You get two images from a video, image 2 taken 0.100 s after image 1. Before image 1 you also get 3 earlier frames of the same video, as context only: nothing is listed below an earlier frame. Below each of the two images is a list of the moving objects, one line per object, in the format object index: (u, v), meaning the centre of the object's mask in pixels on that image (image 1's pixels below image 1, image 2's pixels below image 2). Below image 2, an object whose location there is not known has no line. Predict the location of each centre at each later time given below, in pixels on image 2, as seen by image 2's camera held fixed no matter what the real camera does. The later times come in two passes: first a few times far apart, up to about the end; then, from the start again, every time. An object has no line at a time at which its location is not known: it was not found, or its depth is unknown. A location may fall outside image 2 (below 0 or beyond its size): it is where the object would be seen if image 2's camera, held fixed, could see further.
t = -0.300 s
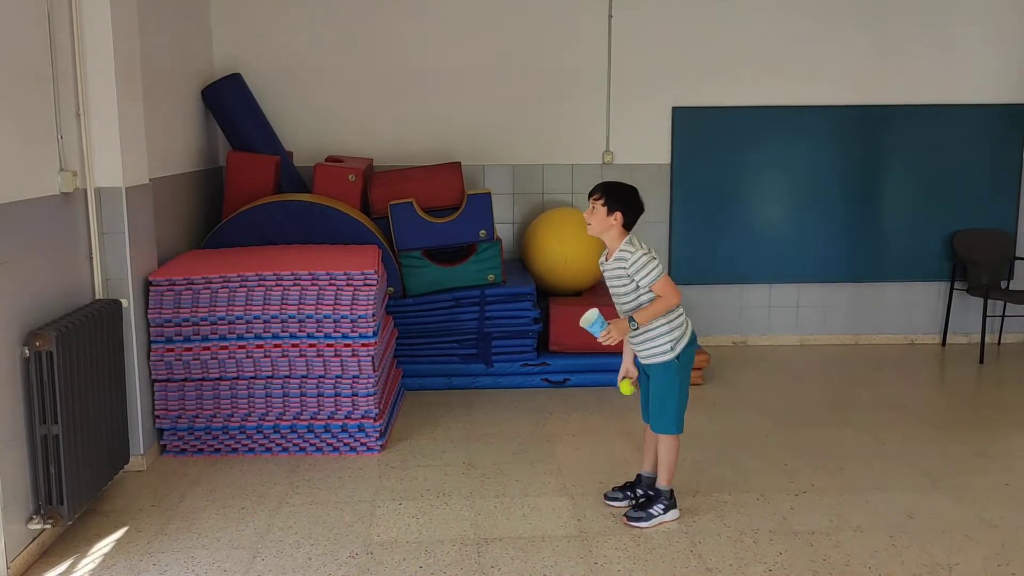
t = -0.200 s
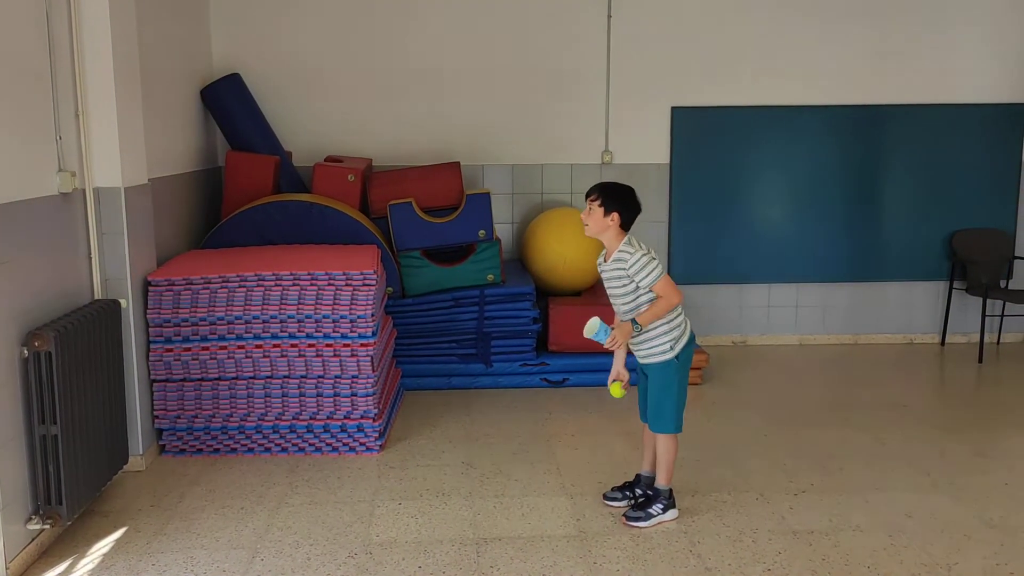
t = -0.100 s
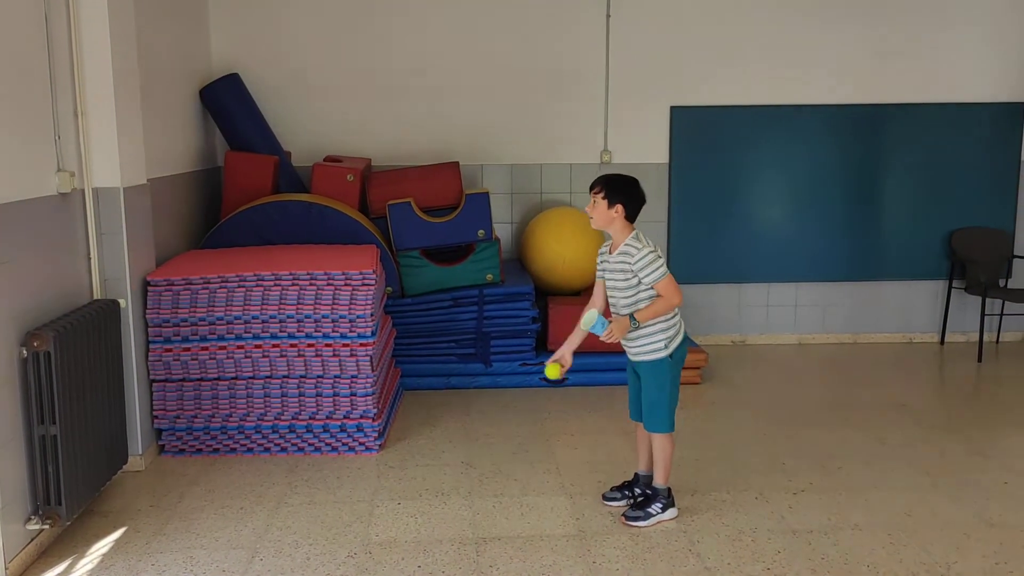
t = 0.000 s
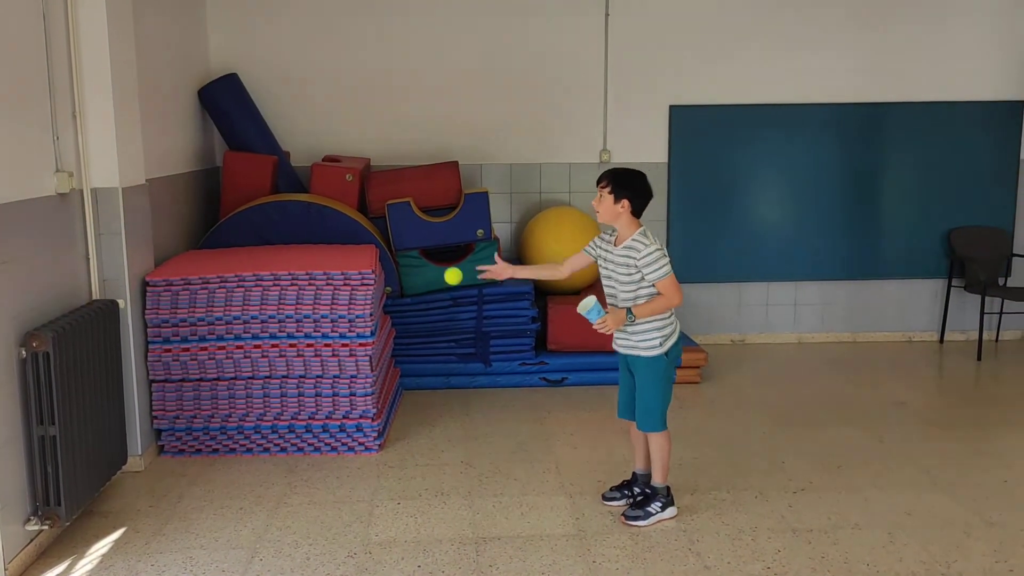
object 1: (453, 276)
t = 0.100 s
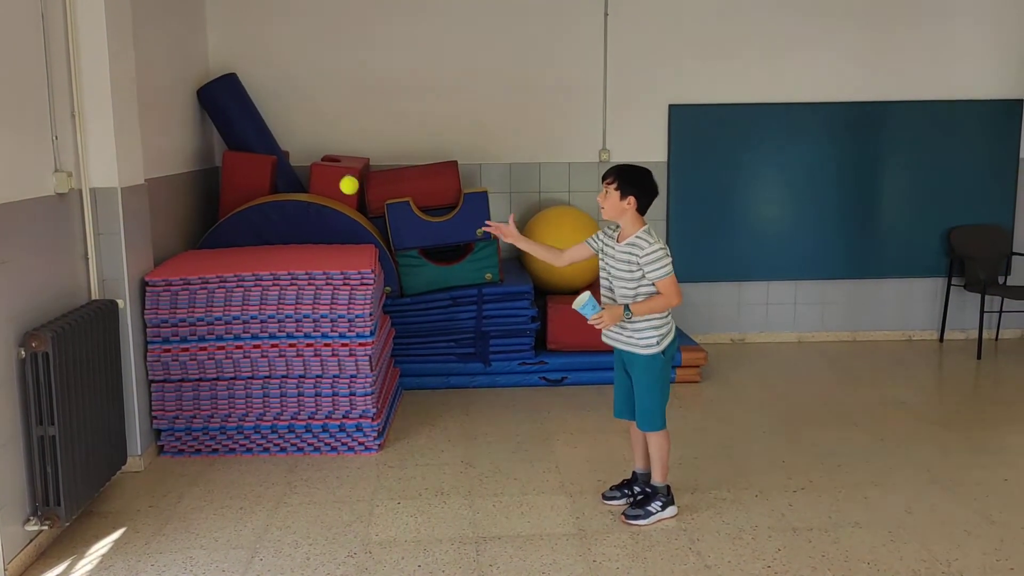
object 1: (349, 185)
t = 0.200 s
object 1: (239, 115)
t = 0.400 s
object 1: (8, 49)
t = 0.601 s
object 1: (179, 84)
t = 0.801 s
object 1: (364, 235)
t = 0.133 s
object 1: (313, 159)
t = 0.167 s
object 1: (277, 136)
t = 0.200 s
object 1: (239, 115)
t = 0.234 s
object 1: (201, 96)
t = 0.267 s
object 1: (163, 81)
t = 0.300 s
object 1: (123, 68)
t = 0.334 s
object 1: (85, 58)
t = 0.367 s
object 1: (45, 52)
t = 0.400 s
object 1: (8, 49)
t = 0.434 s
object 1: (26, 46)
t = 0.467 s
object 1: (55, 47)
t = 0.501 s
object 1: (86, 50)
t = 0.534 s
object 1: (116, 59)
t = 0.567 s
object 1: (148, 69)
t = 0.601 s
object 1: (179, 84)
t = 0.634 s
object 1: (211, 101)
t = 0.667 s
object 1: (242, 122)
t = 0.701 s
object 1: (273, 145)
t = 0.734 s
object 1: (303, 173)
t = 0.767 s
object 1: (334, 202)
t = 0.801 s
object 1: (364, 235)
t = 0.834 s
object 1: (394, 271)
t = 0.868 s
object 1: (424, 309)
